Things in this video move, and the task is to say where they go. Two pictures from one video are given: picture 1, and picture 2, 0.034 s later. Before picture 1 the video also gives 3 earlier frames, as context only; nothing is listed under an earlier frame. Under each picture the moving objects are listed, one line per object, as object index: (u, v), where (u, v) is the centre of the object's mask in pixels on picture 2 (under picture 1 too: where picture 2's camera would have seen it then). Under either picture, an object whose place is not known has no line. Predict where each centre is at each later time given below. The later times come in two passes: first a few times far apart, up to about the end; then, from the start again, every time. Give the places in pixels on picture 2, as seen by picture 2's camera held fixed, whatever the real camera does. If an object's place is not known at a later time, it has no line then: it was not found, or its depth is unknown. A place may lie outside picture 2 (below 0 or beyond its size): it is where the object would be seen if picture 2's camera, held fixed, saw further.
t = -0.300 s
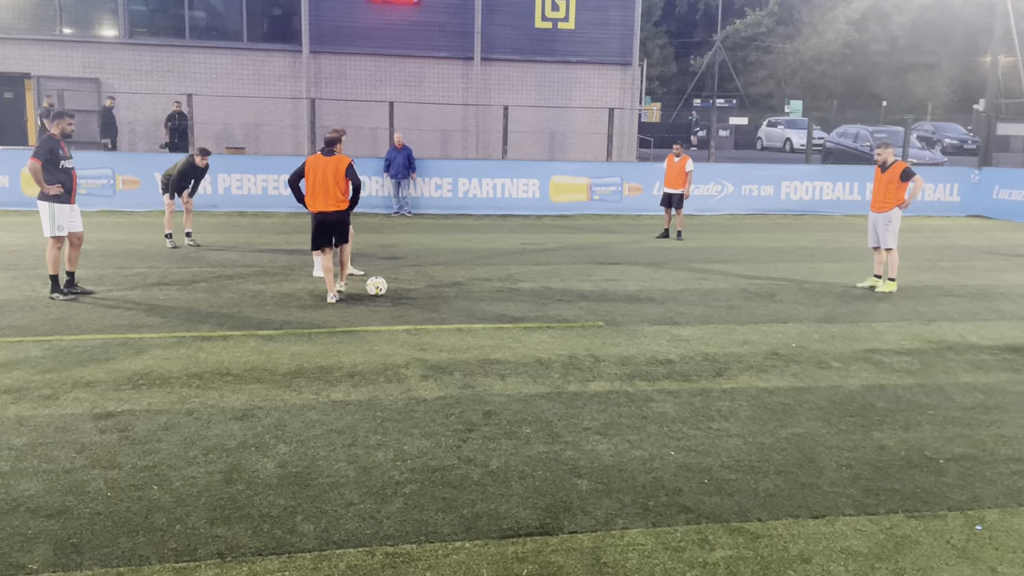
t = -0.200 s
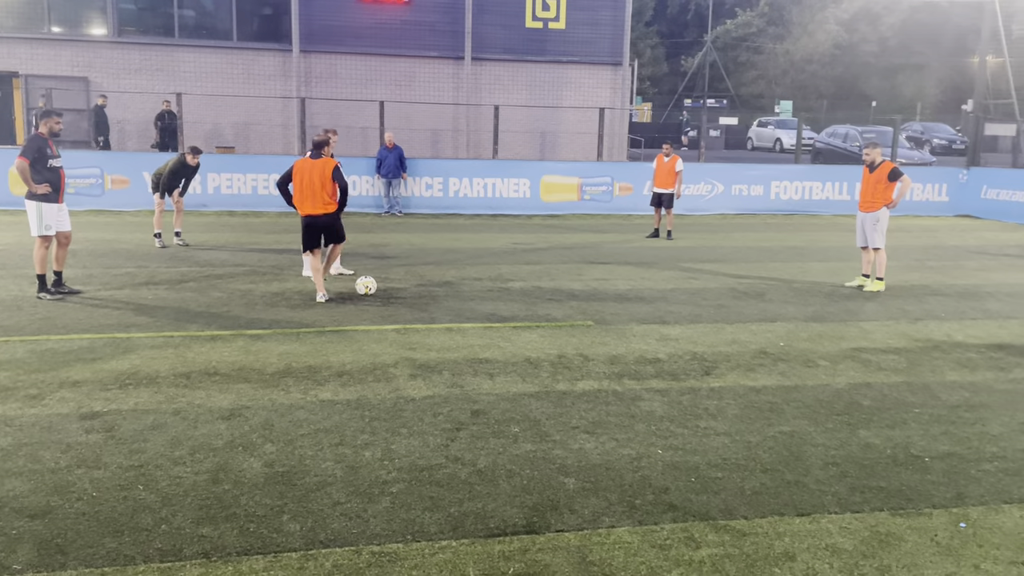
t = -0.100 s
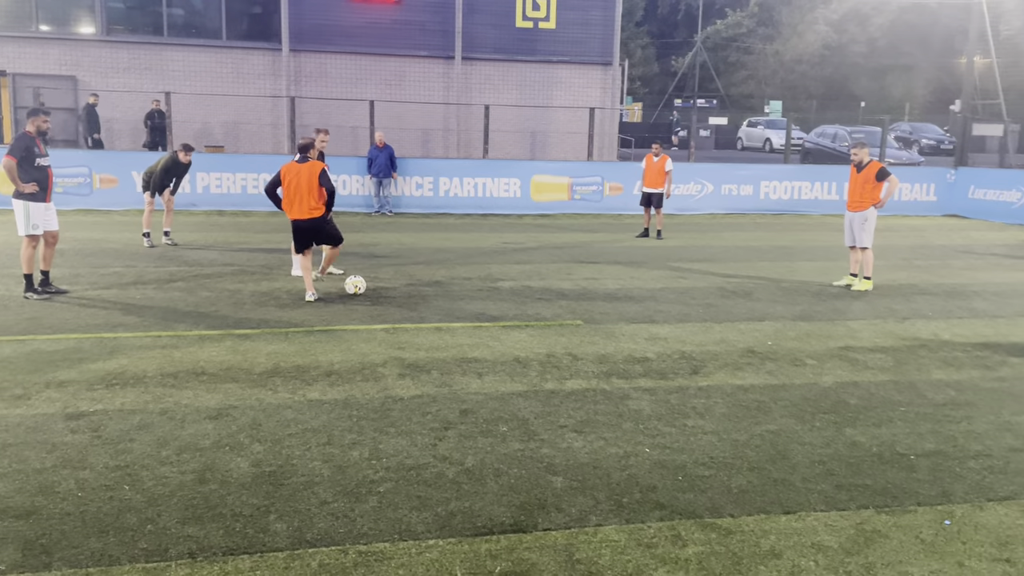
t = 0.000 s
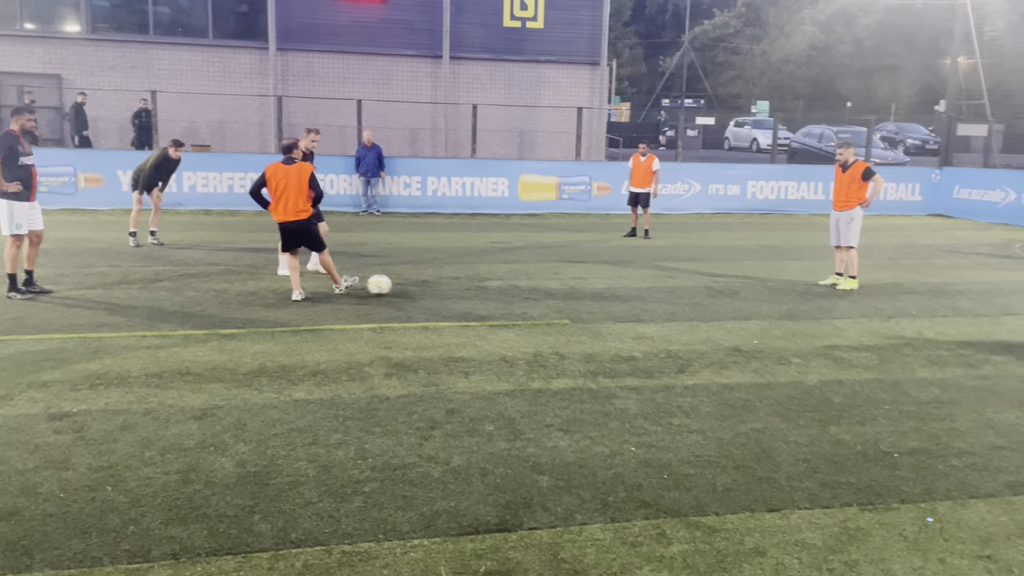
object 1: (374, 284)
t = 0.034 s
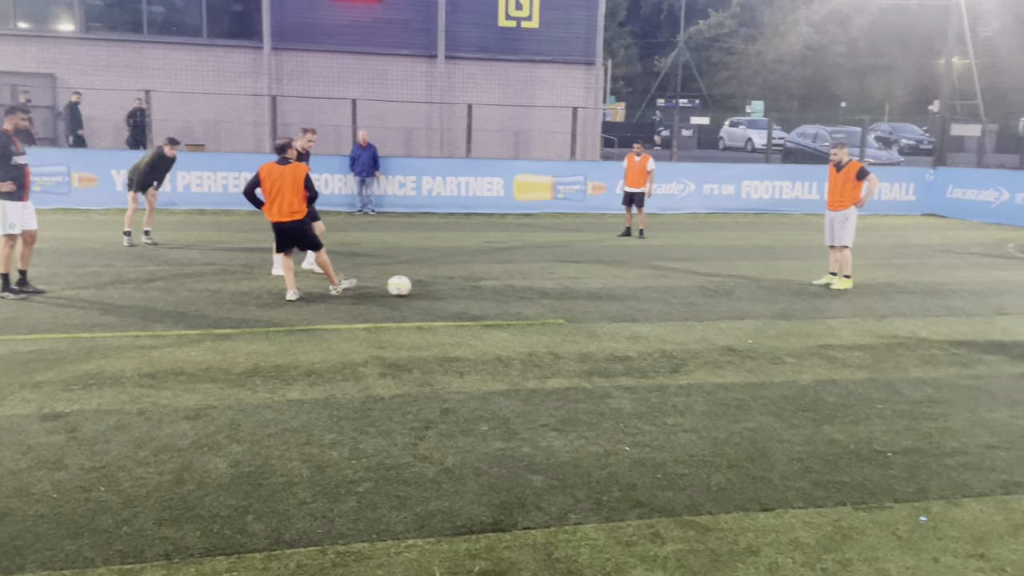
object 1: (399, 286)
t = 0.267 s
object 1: (562, 293)
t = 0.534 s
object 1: (720, 301)
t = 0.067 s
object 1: (424, 288)
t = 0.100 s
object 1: (448, 288)
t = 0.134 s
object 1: (471, 289)
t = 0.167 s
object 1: (495, 291)
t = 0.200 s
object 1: (518, 292)
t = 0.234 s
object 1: (540, 292)
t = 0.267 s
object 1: (562, 293)
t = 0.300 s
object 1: (583, 295)
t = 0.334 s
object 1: (604, 296)
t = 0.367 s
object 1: (624, 296)
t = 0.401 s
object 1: (645, 297)
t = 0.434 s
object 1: (665, 299)
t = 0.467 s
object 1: (684, 300)
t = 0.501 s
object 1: (702, 300)
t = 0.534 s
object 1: (720, 301)
